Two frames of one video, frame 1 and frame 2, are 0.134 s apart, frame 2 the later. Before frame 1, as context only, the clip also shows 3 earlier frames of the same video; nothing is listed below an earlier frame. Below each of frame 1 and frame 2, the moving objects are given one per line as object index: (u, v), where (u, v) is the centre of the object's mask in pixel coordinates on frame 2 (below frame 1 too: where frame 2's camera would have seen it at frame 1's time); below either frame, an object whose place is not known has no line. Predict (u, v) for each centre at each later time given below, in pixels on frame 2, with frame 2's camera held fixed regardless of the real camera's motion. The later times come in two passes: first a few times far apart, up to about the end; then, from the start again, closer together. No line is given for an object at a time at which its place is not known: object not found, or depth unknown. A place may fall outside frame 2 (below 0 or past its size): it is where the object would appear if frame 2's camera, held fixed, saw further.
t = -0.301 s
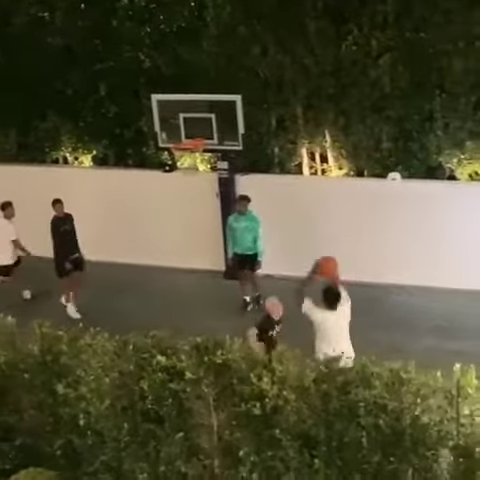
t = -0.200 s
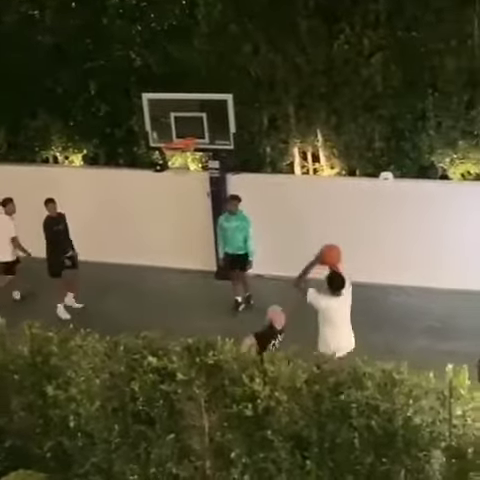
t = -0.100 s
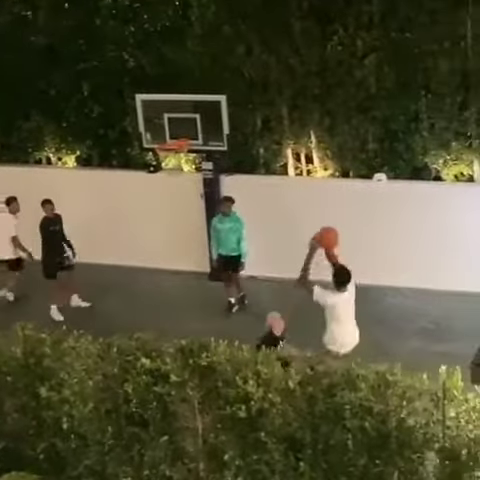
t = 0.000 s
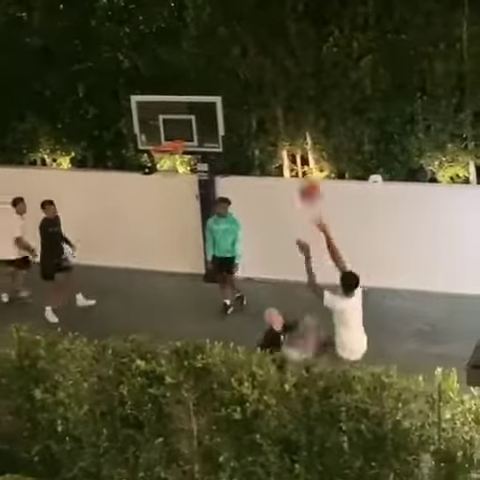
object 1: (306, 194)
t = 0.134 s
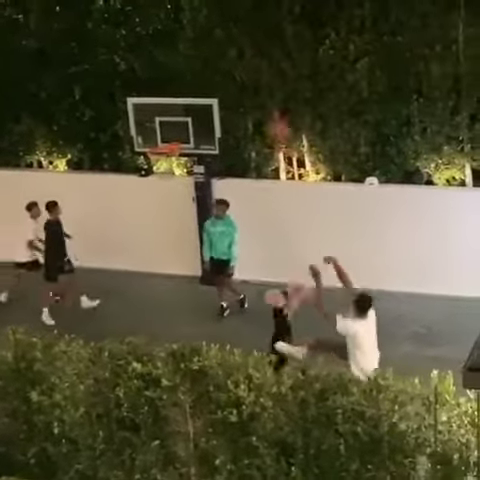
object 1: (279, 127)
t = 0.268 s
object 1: (254, 85)
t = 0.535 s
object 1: (216, 51)
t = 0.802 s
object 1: (189, 72)
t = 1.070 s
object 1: (168, 137)
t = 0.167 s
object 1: (273, 116)
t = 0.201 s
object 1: (267, 106)
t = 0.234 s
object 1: (261, 96)
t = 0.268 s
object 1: (254, 85)
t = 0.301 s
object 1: (248, 77)
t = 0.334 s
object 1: (244, 71)
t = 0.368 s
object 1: (238, 64)
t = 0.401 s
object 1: (234, 60)
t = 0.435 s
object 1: (229, 56)
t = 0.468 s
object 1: (225, 53)
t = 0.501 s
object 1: (220, 51)
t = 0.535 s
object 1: (216, 51)
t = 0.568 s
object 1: (212, 51)
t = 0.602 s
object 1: (208, 51)
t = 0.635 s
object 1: (204, 53)
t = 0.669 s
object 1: (201, 55)
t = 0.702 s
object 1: (197, 59)
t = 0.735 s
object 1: (194, 62)
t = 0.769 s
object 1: (191, 68)
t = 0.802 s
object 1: (189, 72)
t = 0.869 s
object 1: (182, 85)
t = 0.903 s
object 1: (179, 91)
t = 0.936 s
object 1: (178, 100)
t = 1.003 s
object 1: (173, 119)
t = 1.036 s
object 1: (169, 125)
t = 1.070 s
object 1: (168, 137)
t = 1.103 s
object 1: (165, 144)
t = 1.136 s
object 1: (163, 144)
